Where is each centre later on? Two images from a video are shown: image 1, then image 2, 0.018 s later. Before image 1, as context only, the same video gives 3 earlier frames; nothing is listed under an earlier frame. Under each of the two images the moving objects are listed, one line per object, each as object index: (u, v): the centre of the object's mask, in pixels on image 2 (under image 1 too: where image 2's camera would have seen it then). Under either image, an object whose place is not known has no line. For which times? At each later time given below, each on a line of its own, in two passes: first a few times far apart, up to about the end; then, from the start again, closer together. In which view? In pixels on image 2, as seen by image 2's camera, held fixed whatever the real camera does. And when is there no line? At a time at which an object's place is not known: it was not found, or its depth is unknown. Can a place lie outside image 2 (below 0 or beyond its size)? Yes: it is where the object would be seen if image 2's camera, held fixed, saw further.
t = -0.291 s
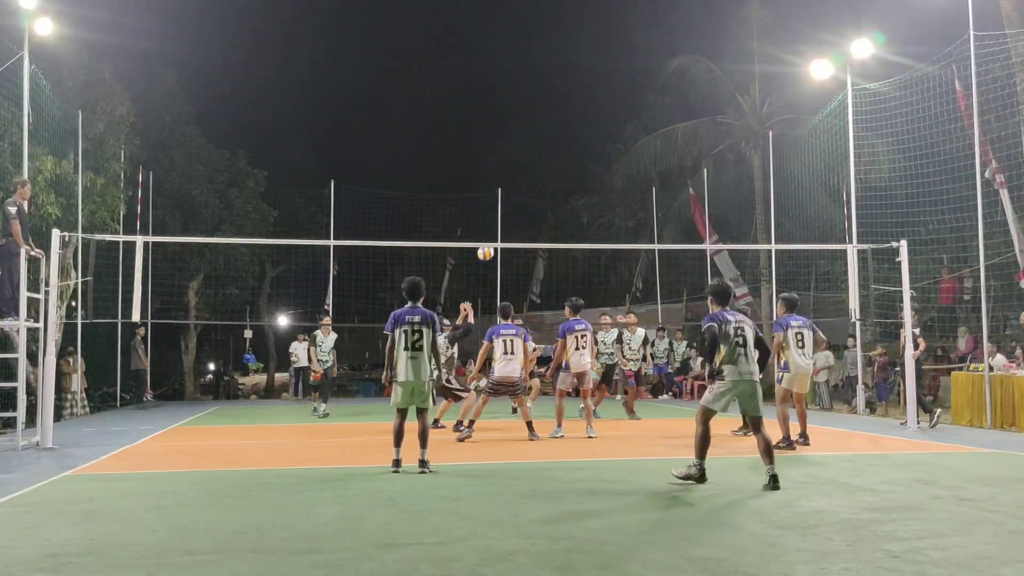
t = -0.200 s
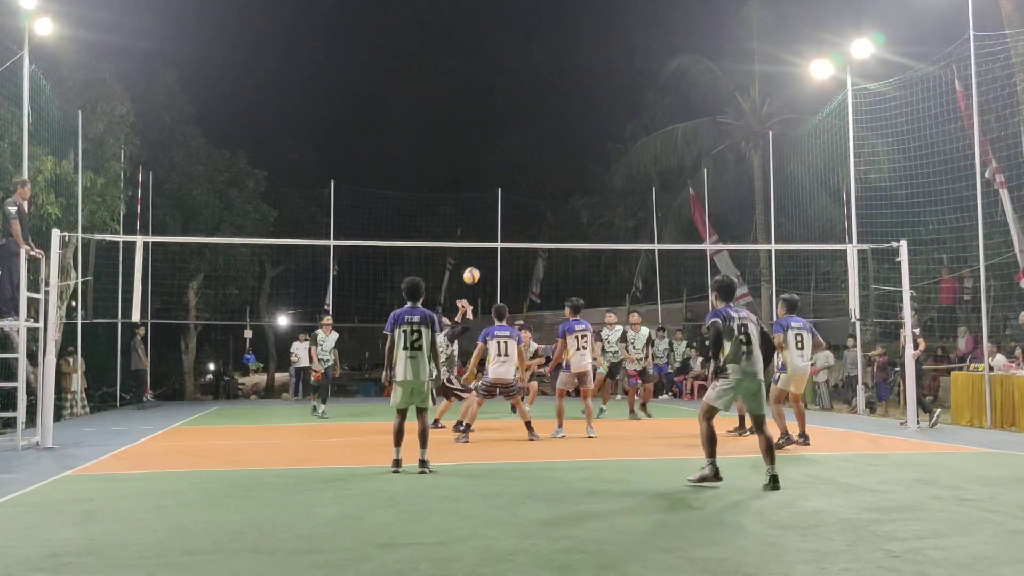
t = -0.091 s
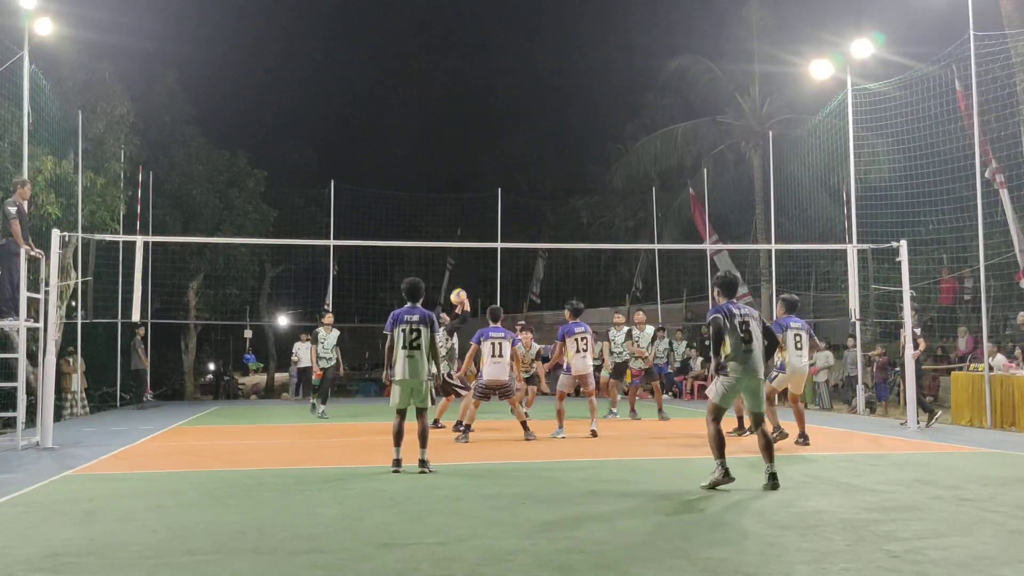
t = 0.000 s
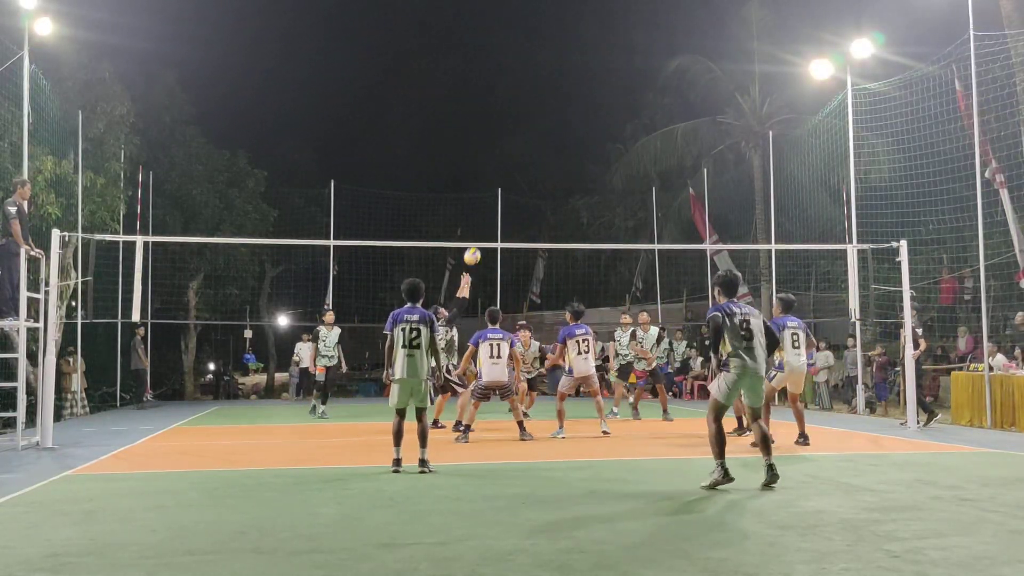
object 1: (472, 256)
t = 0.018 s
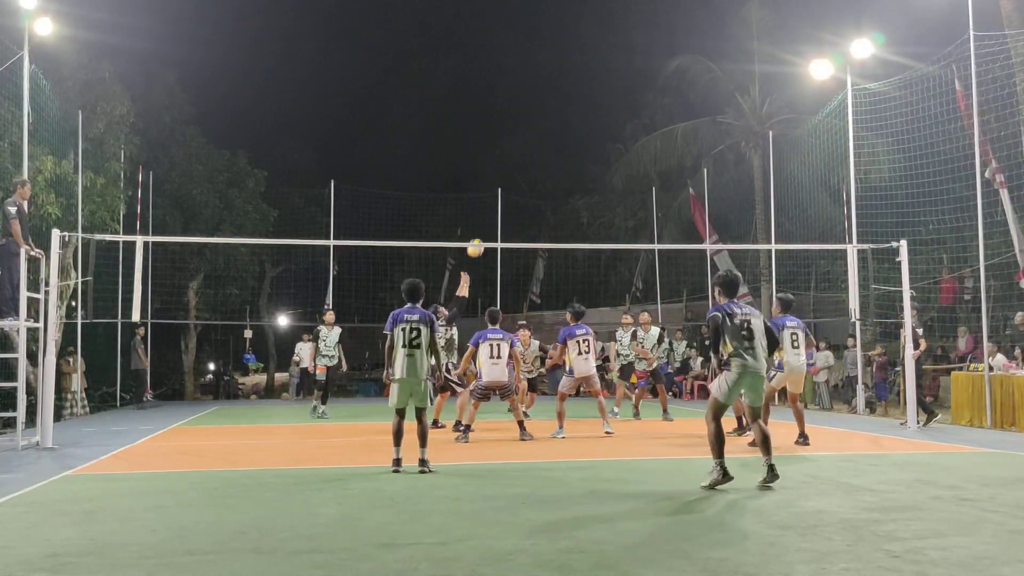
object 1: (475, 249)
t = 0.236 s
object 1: (515, 172)
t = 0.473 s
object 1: (555, 131)
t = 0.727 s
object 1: (597, 131)
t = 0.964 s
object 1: (635, 171)
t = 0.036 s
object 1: (478, 240)
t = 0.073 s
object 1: (485, 226)
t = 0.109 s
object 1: (492, 212)
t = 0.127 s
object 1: (495, 205)
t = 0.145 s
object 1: (498, 199)
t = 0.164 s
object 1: (502, 193)
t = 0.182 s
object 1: (505, 187)
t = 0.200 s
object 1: (508, 182)
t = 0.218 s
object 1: (511, 177)
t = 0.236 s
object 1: (515, 172)
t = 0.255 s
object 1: (518, 168)
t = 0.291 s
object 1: (524, 159)
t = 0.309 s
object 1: (527, 155)
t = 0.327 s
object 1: (530, 152)
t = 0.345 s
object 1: (534, 148)
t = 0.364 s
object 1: (537, 145)
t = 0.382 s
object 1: (540, 142)
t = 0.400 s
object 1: (543, 139)
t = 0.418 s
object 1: (546, 137)
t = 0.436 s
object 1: (549, 135)
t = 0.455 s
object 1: (552, 132)
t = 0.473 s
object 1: (555, 131)
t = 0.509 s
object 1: (561, 128)
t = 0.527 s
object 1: (564, 127)
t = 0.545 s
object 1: (567, 126)
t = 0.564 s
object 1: (570, 126)
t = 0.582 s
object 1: (573, 125)
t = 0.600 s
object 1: (576, 125)
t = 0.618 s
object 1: (579, 125)
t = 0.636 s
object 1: (582, 126)
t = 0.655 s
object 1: (585, 126)
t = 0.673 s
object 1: (588, 127)
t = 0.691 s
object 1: (591, 128)
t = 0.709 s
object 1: (594, 129)
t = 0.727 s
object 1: (597, 131)
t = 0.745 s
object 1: (600, 132)
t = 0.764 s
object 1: (603, 135)
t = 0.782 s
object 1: (606, 137)
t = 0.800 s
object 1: (609, 139)
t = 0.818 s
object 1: (612, 142)
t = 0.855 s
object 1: (618, 148)
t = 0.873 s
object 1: (621, 151)
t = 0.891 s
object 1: (623, 154)
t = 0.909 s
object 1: (626, 158)
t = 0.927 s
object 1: (629, 162)
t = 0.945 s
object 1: (632, 166)
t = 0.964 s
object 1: (635, 171)
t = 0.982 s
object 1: (638, 176)
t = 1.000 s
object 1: (640, 180)
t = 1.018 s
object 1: (643, 185)
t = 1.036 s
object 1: (646, 191)
